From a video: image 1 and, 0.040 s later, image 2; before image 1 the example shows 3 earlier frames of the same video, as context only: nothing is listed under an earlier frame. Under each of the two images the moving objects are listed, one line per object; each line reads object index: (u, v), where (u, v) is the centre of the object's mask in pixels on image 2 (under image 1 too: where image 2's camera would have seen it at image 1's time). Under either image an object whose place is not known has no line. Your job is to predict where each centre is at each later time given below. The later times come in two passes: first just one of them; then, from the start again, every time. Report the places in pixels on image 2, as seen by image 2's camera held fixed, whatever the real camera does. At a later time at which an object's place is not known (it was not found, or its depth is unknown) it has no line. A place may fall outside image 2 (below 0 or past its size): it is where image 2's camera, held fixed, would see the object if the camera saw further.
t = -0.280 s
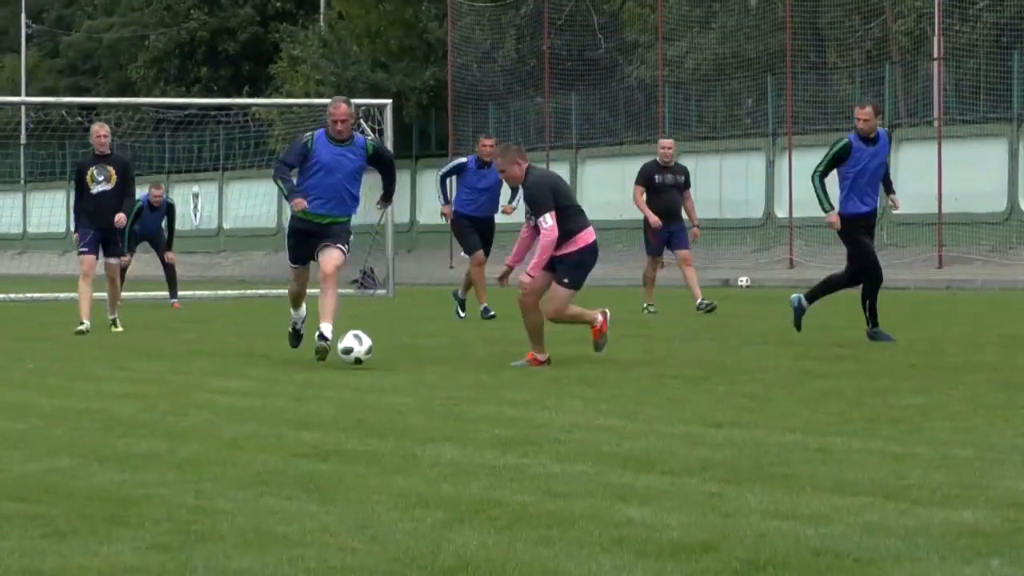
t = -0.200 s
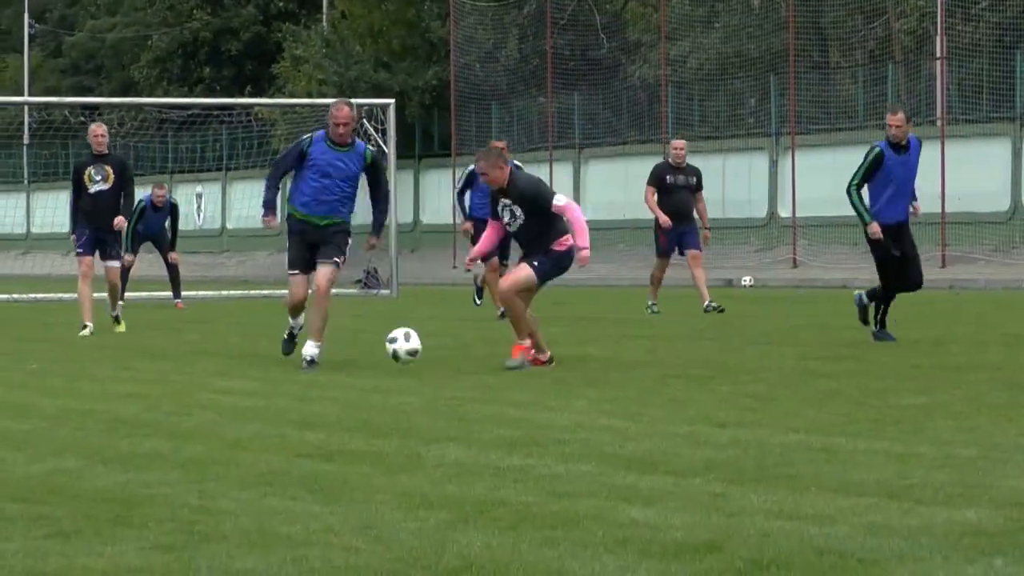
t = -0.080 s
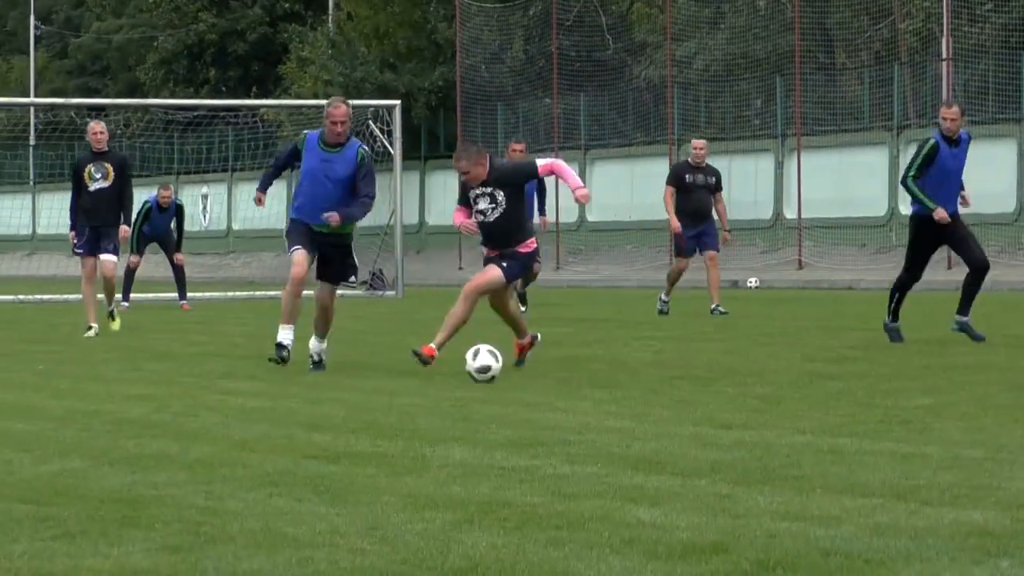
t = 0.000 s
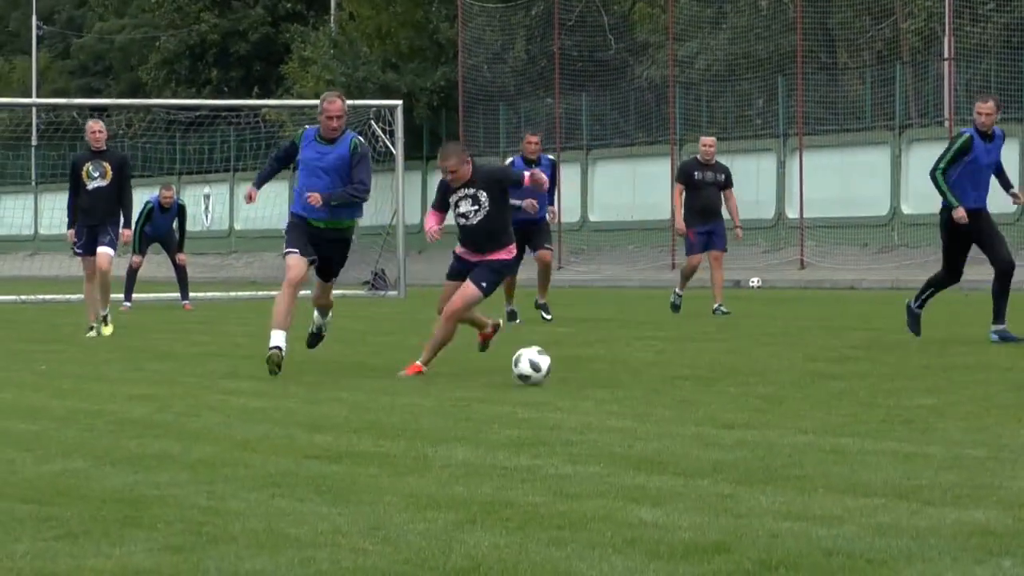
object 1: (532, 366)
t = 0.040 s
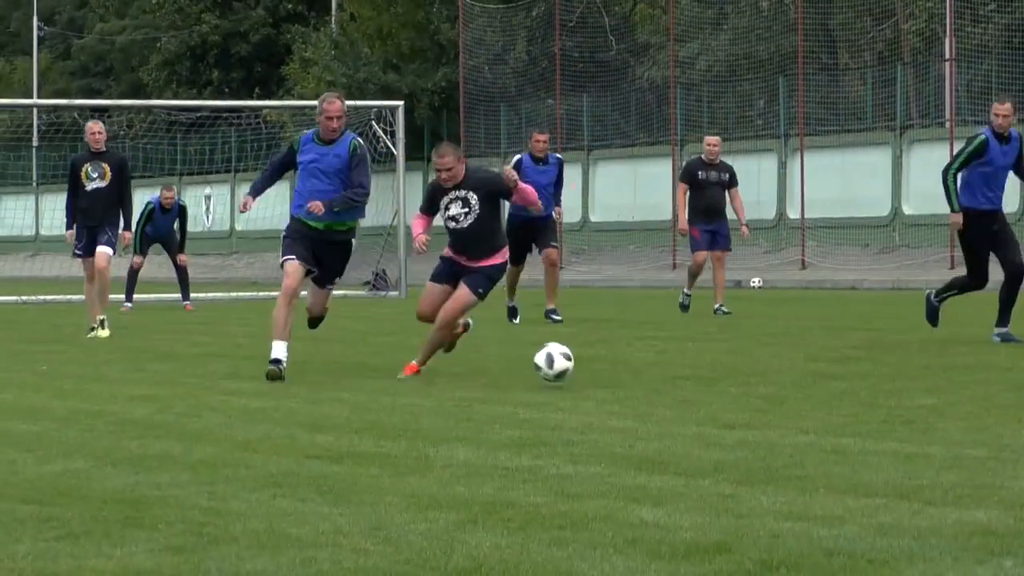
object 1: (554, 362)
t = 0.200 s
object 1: (643, 378)
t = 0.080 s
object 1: (574, 362)
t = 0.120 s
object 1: (597, 363)
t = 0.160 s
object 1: (620, 370)
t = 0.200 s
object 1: (643, 378)
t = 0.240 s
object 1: (663, 380)
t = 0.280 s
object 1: (680, 377)
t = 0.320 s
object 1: (697, 376)
